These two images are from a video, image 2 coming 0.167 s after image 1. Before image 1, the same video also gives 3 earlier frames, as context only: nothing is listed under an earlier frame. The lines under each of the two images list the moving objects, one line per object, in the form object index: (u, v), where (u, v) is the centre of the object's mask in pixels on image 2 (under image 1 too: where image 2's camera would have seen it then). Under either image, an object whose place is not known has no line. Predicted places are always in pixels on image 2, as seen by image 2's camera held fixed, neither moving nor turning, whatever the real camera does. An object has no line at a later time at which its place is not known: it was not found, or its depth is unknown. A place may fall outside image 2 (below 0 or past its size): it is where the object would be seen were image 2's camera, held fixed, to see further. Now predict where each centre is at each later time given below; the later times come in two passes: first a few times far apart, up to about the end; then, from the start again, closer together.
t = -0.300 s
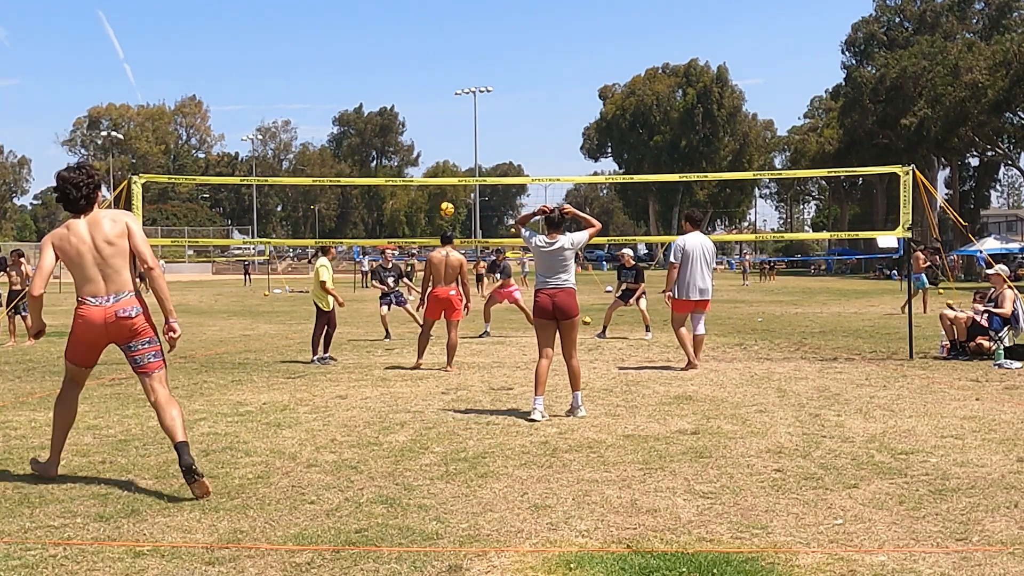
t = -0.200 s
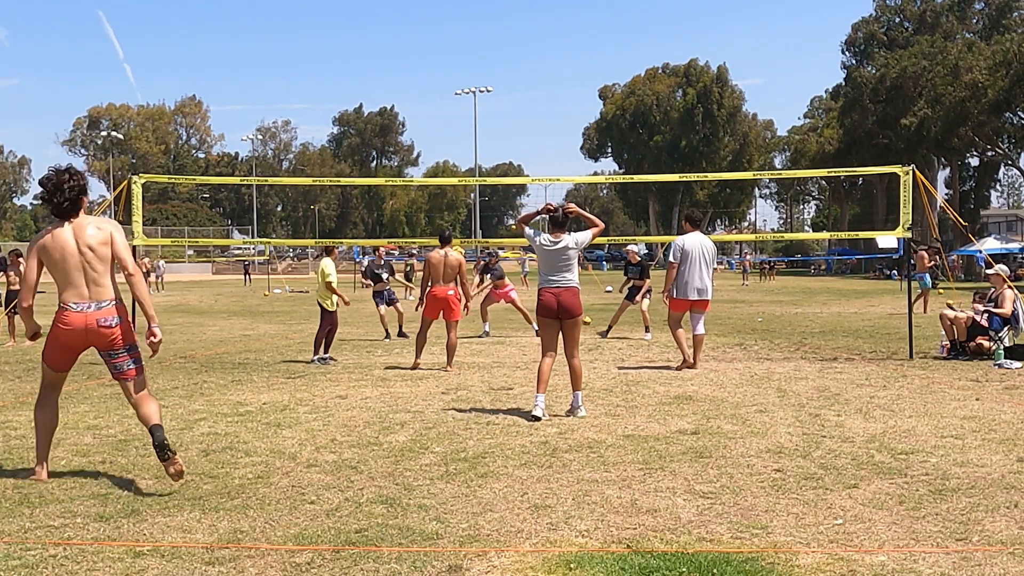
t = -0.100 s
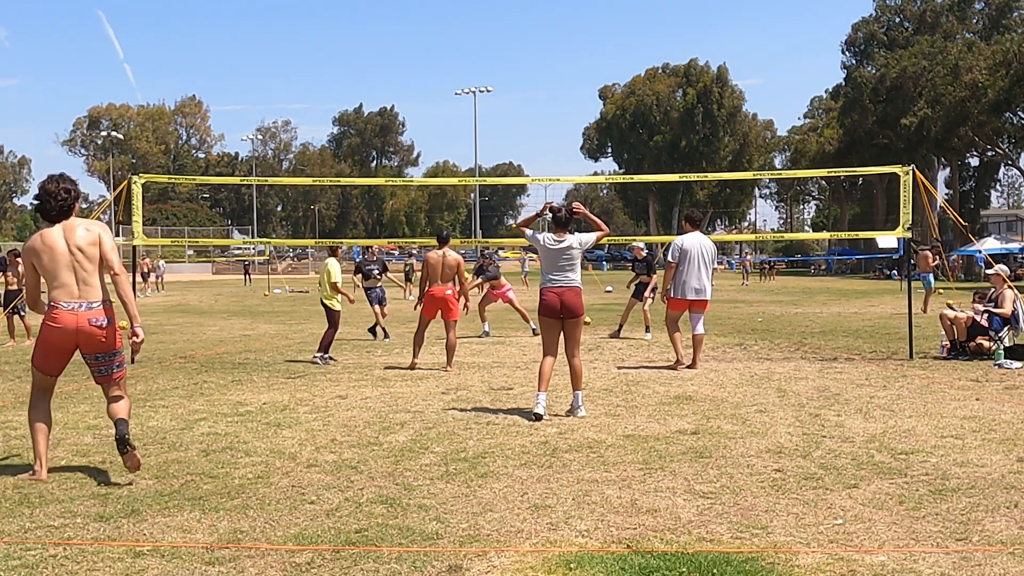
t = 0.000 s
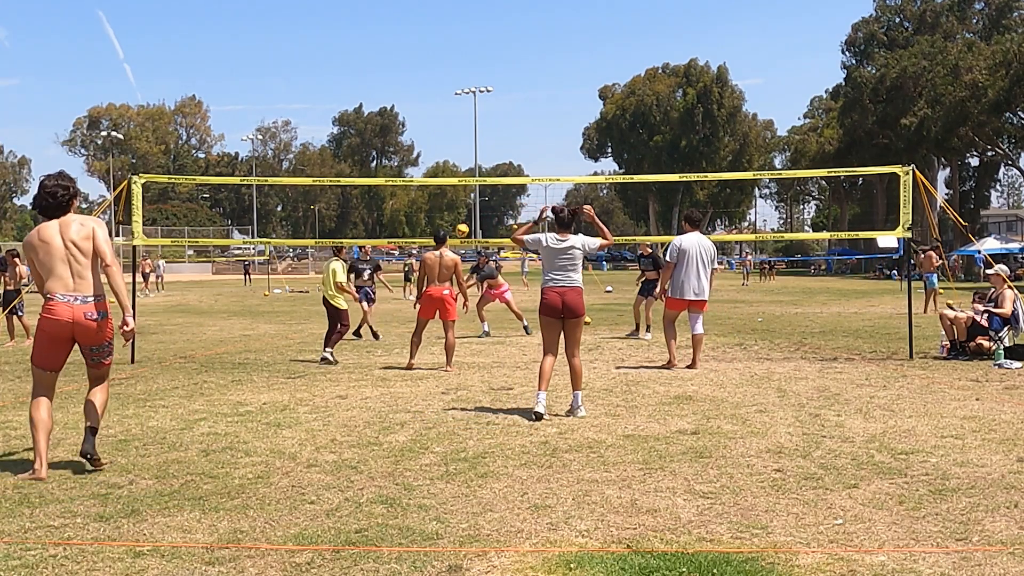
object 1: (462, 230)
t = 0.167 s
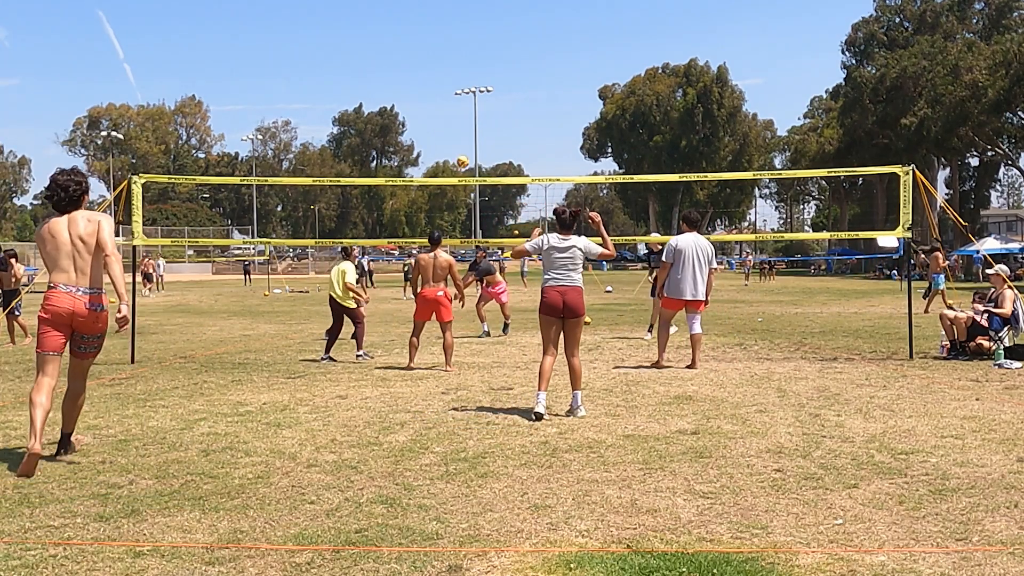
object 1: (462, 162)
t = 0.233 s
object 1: (463, 138)
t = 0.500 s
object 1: (469, 69)
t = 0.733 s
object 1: (478, 42)
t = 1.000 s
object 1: (491, 49)
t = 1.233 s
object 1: (504, 92)
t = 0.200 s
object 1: (463, 150)
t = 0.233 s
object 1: (463, 138)
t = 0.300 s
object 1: (464, 118)
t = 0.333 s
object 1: (465, 108)
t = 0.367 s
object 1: (465, 99)
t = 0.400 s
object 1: (466, 91)
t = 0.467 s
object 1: (468, 76)
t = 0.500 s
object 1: (469, 69)
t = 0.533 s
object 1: (470, 63)
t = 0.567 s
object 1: (471, 59)
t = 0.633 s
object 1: (474, 50)
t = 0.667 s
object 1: (475, 47)
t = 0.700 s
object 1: (476, 44)
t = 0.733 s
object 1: (478, 42)
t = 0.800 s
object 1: (481, 40)
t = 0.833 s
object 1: (482, 39)
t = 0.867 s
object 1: (484, 40)
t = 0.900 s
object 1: (486, 41)
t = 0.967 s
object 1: (489, 46)
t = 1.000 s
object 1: (491, 49)
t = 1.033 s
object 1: (493, 53)
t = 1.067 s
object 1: (494, 58)
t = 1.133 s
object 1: (498, 70)
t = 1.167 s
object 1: (500, 76)
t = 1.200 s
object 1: (502, 84)
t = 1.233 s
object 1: (504, 92)
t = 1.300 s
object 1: (509, 111)
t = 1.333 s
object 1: (511, 121)
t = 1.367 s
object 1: (514, 132)
